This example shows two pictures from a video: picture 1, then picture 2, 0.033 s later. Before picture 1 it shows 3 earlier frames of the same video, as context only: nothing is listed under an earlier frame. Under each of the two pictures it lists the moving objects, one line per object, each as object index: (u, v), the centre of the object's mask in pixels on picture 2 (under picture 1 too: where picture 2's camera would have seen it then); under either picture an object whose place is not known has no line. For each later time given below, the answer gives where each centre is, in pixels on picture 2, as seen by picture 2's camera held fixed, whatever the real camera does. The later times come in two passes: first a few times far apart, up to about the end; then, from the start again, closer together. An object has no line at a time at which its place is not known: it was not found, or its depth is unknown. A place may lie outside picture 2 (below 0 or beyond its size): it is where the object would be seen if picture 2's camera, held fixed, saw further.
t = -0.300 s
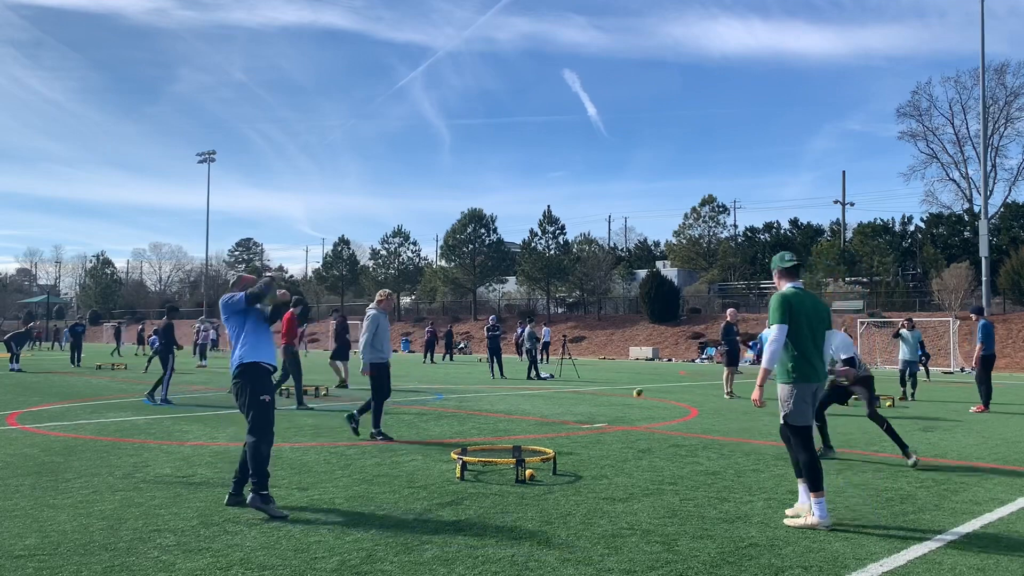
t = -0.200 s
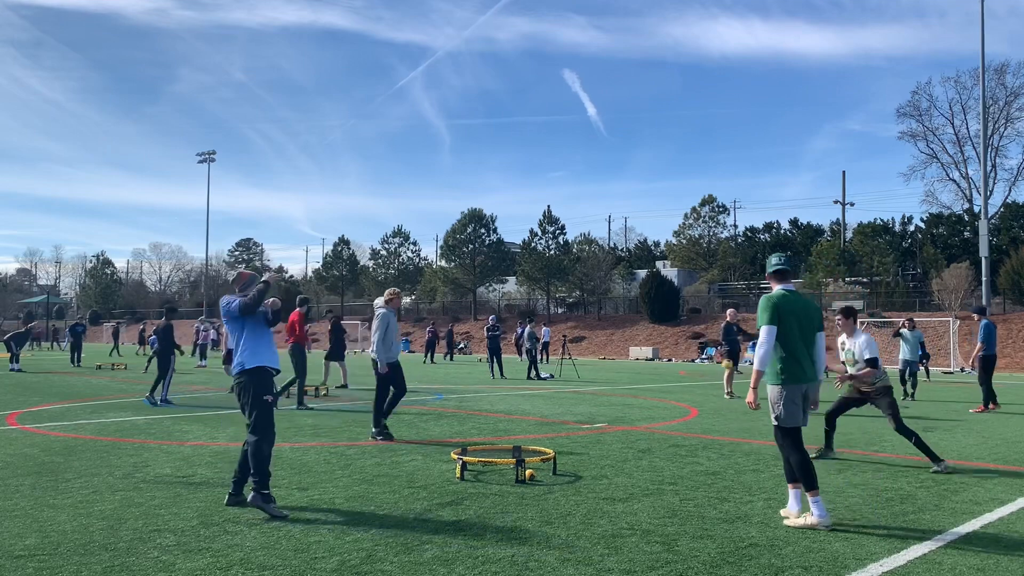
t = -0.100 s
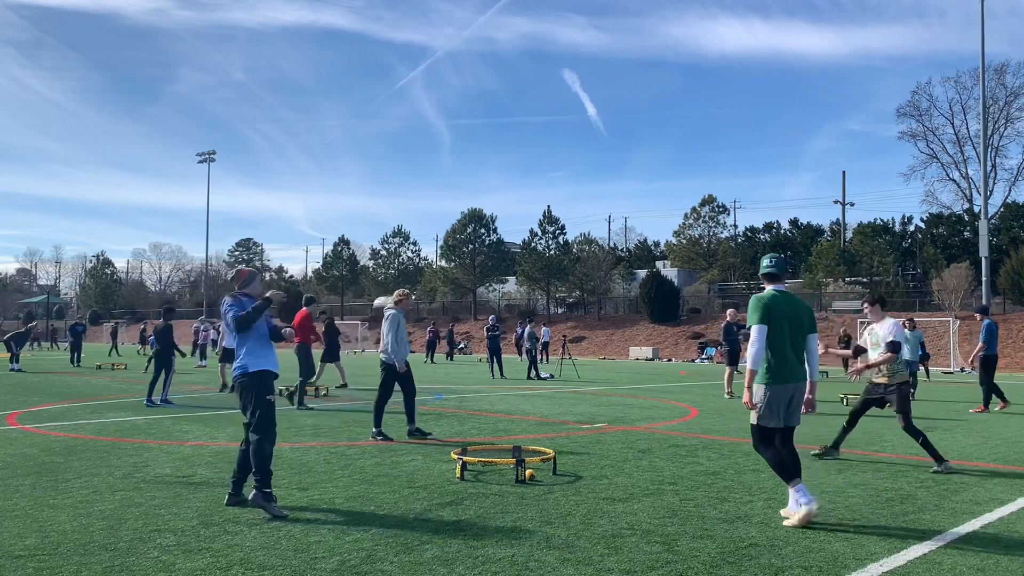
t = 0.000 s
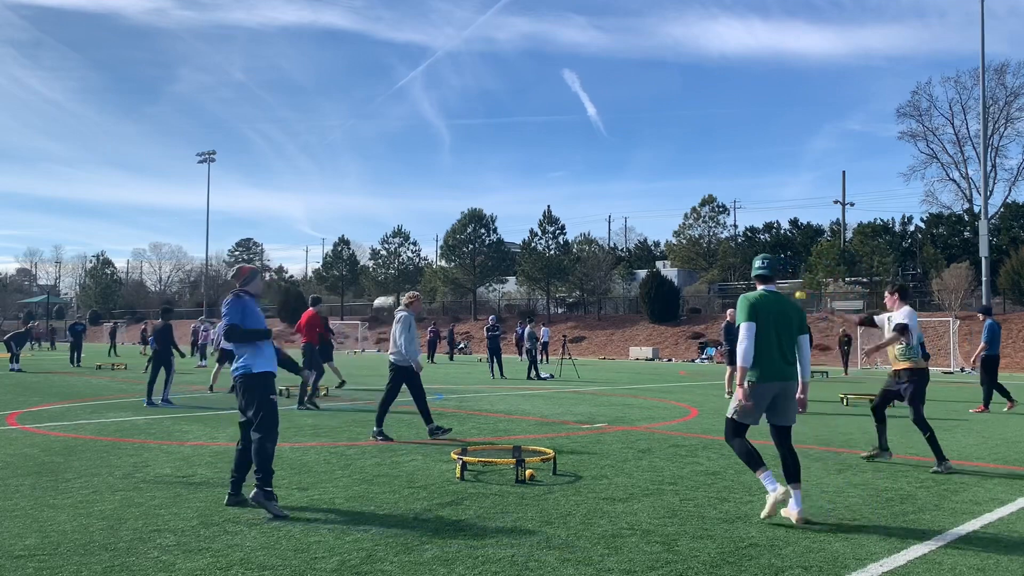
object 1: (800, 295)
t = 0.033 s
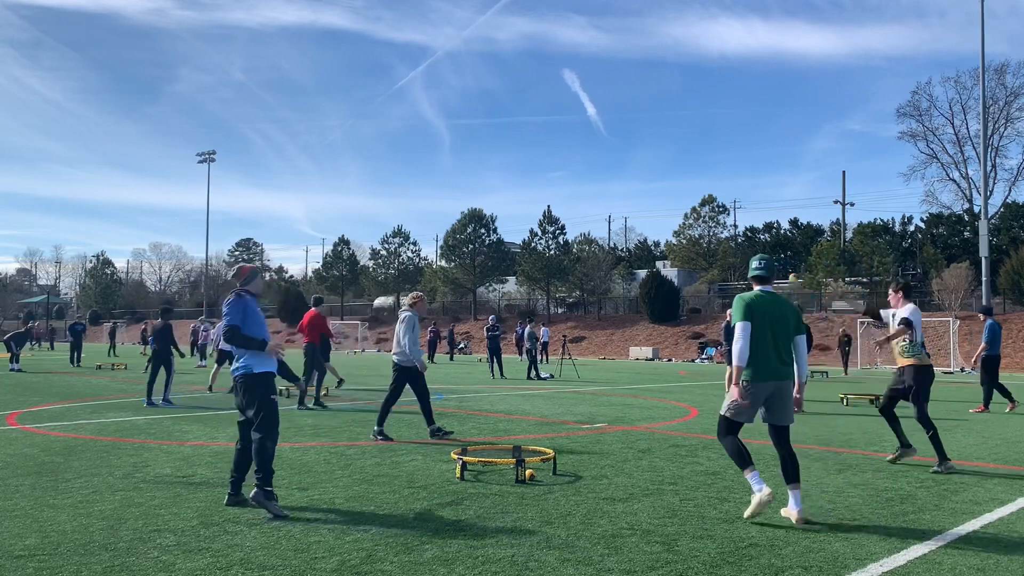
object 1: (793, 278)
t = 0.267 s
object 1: (749, 182)
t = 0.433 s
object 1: (717, 142)
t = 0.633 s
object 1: (675, 131)
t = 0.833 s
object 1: (629, 165)
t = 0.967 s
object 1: (596, 216)
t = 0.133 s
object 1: (775, 230)
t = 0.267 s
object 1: (749, 182)
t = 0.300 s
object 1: (743, 172)
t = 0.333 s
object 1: (737, 163)
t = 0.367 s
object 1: (730, 155)
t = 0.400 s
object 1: (723, 148)
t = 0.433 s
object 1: (717, 142)
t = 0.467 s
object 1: (710, 137)
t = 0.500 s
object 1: (703, 134)
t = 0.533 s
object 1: (696, 131)
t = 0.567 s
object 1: (689, 130)
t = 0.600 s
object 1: (682, 130)
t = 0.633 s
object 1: (675, 131)
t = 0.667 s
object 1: (668, 133)
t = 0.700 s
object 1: (660, 137)
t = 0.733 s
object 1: (653, 142)
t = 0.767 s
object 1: (645, 148)
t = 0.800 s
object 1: (637, 156)
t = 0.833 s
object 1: (629, 165)
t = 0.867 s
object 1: (621, 175)
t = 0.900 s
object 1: (613, 187)
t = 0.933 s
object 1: (605, 201)
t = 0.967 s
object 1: (596, 216)
